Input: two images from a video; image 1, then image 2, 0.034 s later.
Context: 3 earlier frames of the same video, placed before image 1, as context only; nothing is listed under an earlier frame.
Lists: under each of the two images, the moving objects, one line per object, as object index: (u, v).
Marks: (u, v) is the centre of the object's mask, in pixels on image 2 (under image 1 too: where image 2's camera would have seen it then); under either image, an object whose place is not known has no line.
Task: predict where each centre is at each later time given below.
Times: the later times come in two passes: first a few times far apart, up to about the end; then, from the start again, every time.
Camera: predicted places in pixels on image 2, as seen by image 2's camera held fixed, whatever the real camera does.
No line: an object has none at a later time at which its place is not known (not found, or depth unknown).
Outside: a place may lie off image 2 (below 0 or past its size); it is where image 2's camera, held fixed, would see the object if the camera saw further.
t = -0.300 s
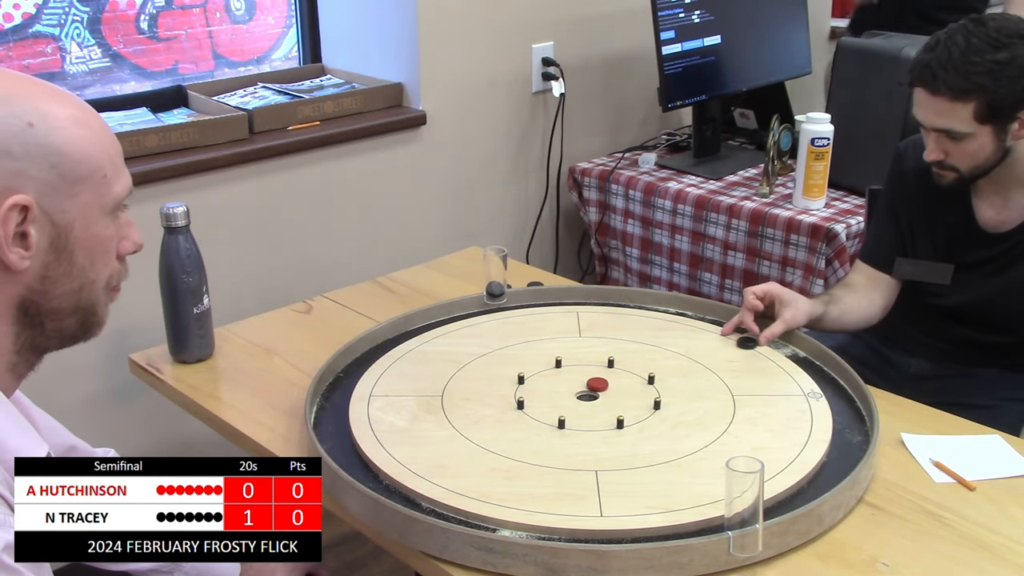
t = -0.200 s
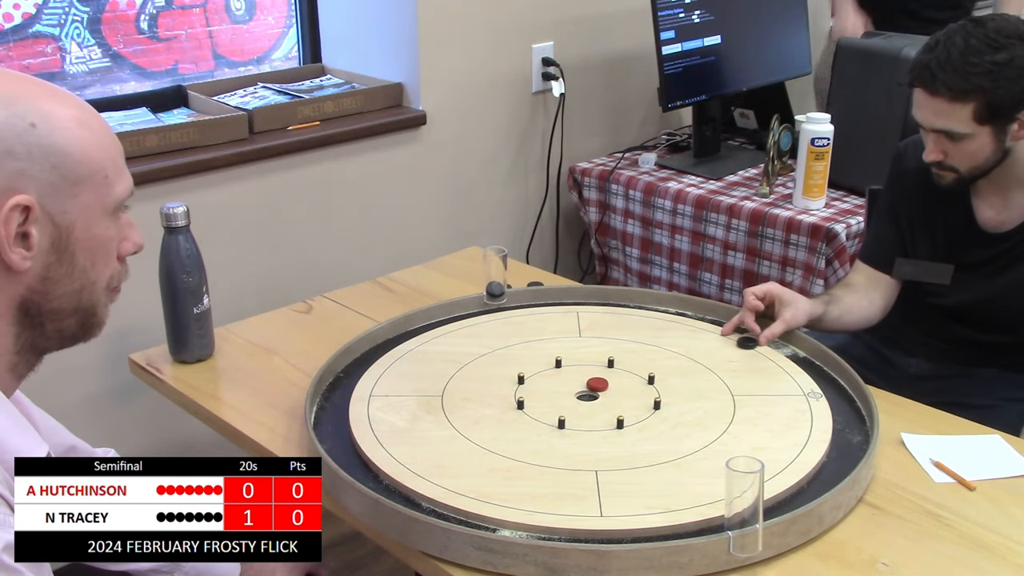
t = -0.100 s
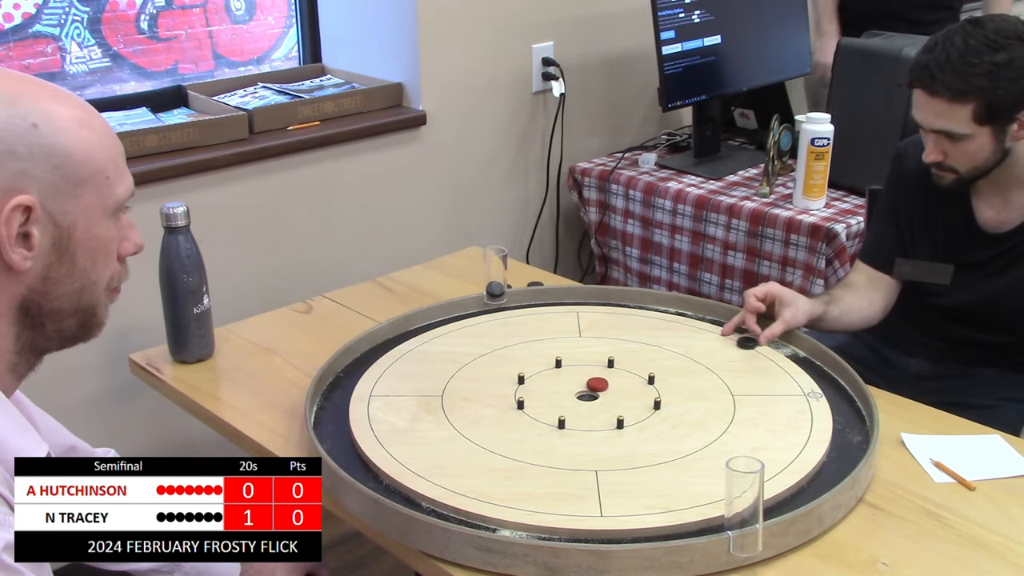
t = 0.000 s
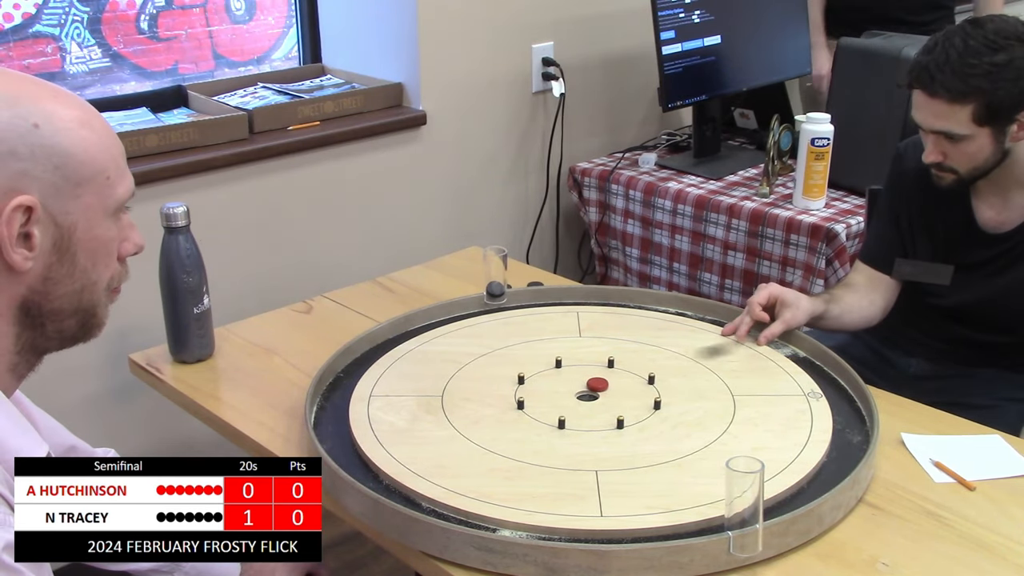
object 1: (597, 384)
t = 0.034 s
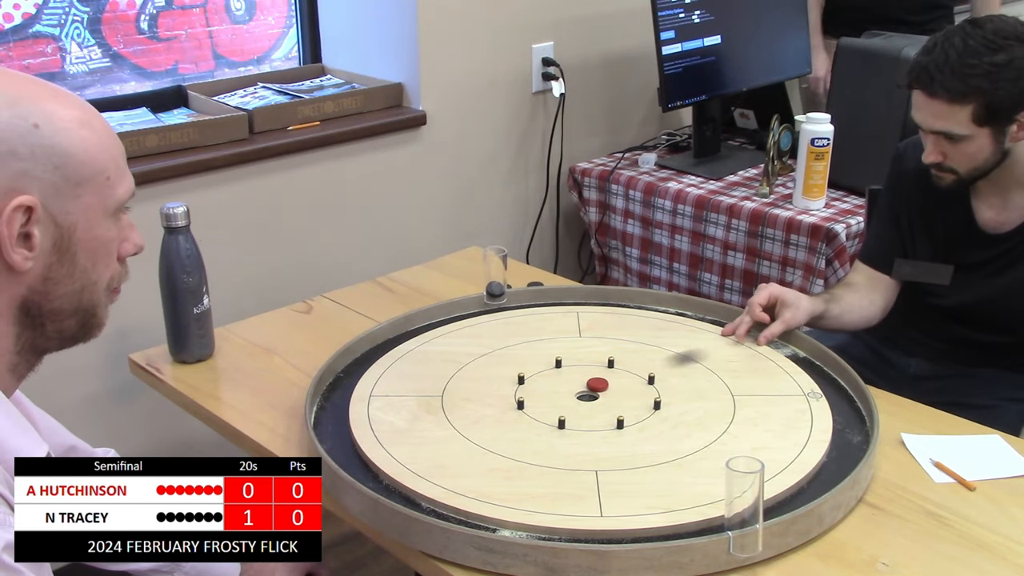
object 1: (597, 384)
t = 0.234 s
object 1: (563, 391)
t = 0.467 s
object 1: (518, 445)
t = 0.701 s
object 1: (492, 485)
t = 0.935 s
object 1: (487, 501)
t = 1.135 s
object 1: (495, 501)
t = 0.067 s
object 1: (597, 384)
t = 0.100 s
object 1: (597, 384)
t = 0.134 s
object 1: (591, 388)
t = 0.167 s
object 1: (579, 393)
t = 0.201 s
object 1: (570, 388)
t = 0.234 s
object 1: (563, 391)
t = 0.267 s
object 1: (556, 400)
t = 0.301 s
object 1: (547, 413)
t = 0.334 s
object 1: (539, 420)
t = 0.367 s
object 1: (535, 424)
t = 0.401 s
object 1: (528, 432)
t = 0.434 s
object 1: (523, 434)
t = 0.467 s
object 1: (518, 445)
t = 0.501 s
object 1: (513, 455)
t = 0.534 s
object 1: (510, 458)
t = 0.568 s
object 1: (506, 462)
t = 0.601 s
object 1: (502, 471)
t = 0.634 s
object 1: (498, 476)
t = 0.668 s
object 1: (496, 482)
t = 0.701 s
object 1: (492, 485)
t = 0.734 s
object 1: (490, 489)
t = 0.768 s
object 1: (489, 494)
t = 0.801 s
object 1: (487, 496)
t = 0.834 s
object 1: (486, 497)
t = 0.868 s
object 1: (486, 500)
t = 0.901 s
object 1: (486, 500)
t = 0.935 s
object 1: (487, 501)
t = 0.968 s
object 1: (489, 503)
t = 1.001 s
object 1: (490, 503)
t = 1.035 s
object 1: (492, 503)
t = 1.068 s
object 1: (493, 503)
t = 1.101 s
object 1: (494, 502)
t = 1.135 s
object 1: (495, 501)
